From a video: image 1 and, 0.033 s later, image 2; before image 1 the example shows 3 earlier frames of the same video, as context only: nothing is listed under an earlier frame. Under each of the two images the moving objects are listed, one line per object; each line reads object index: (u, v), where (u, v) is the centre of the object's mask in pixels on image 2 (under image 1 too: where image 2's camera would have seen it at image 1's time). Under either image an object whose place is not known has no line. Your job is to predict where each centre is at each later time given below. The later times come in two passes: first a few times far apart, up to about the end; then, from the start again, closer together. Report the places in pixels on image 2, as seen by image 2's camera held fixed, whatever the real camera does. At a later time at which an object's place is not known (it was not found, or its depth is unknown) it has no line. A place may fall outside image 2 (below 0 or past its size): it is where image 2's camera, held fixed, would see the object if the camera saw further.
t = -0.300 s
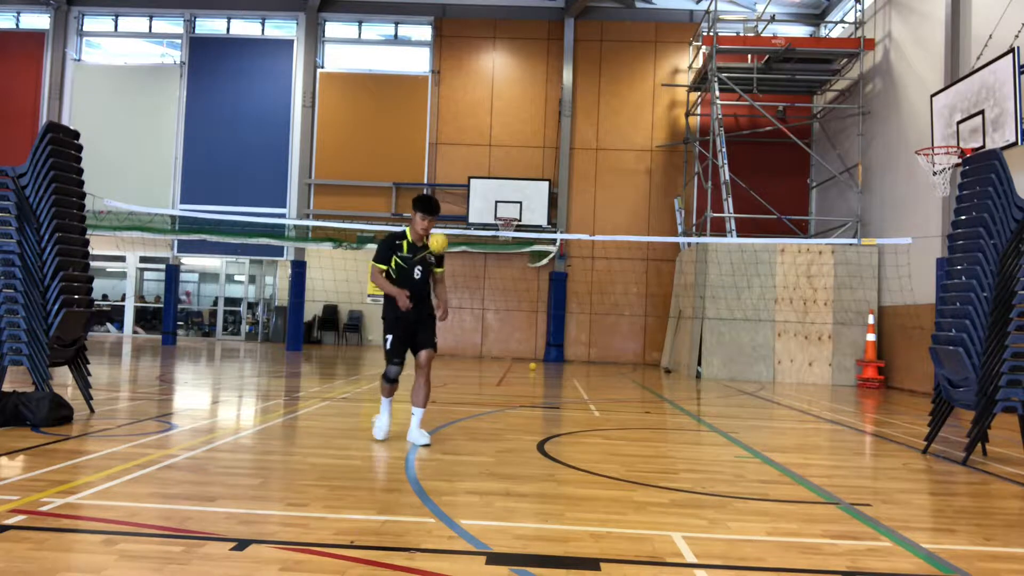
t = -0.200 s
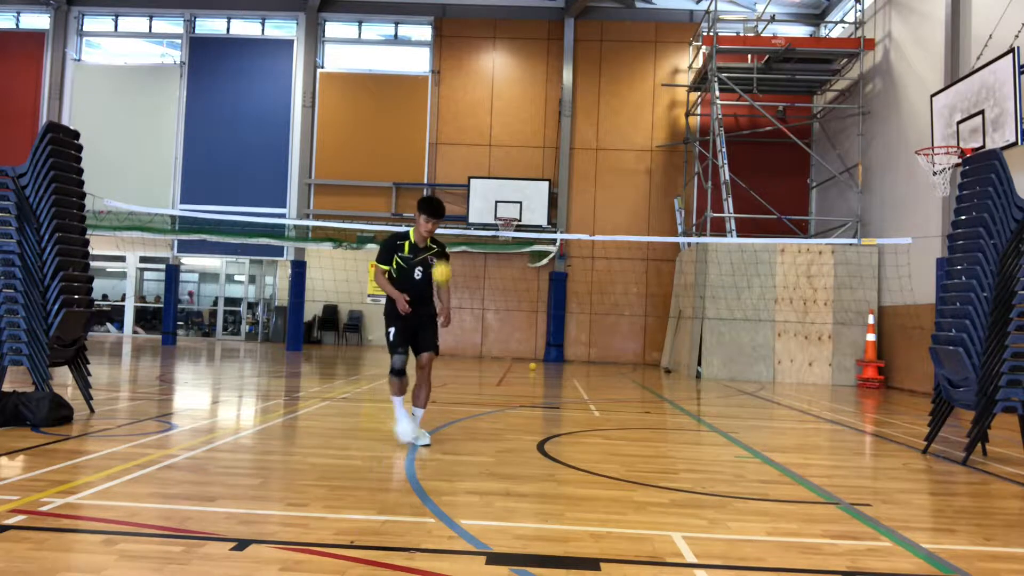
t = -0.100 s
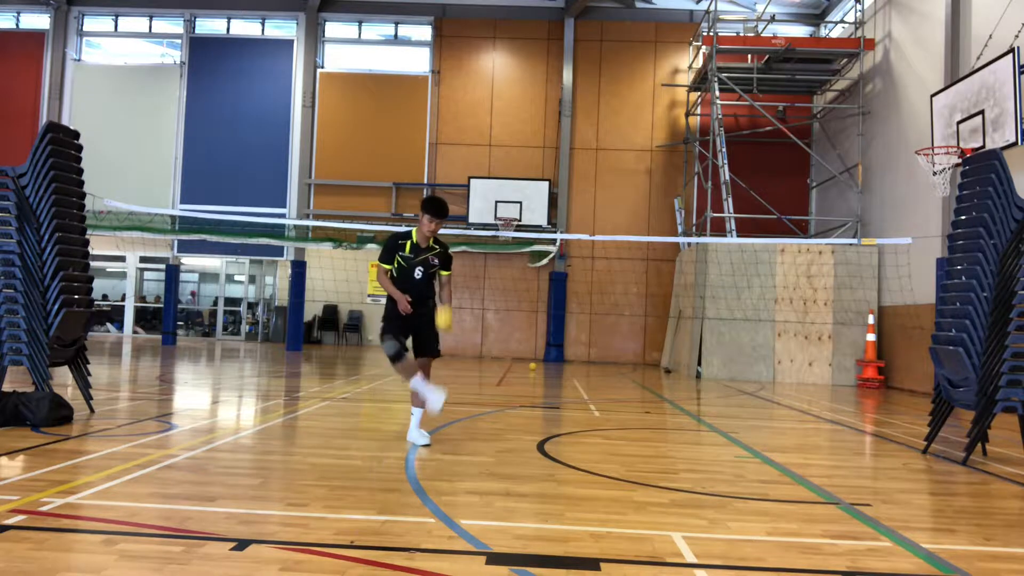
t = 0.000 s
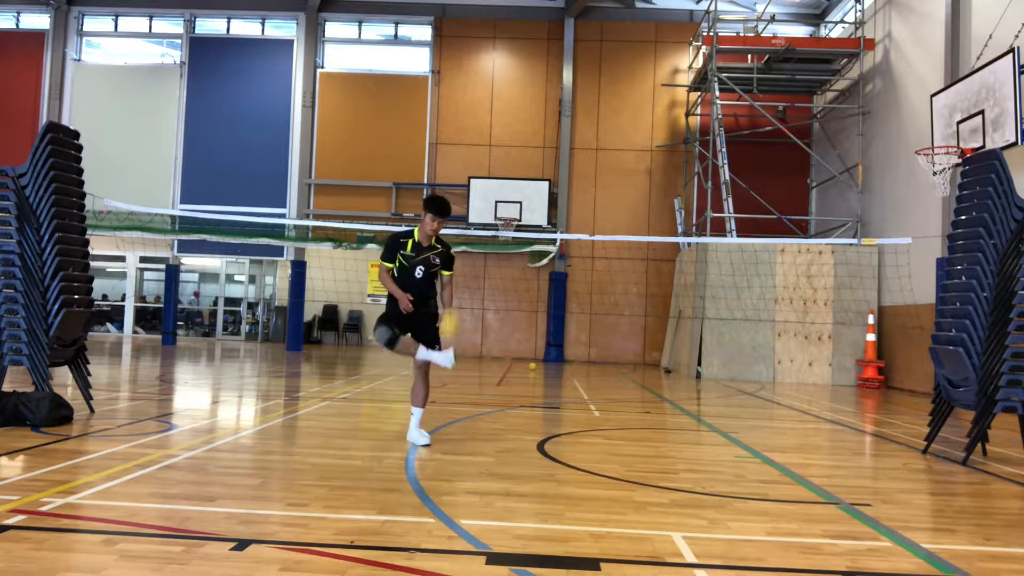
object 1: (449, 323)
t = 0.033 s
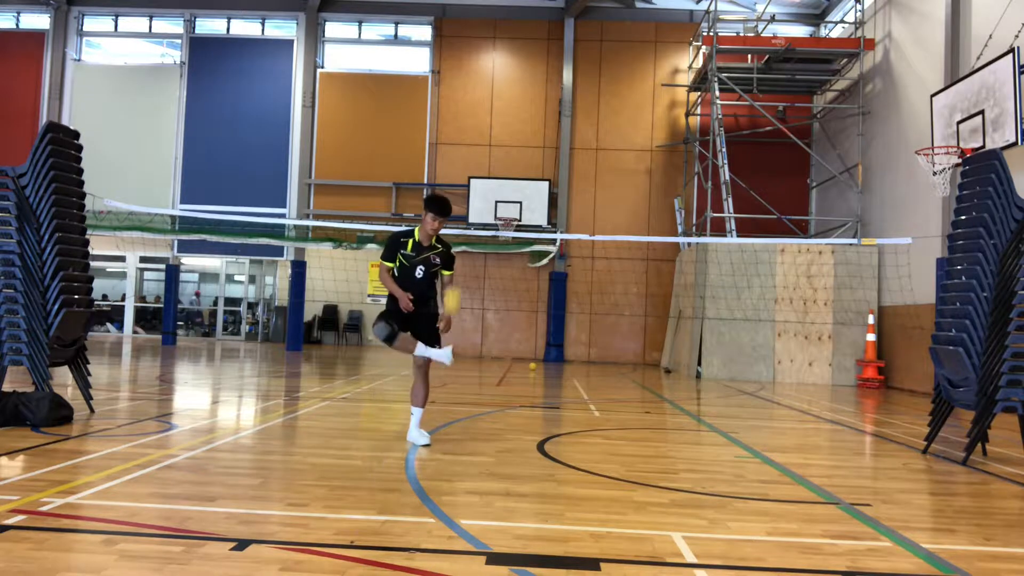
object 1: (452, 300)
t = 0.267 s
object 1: (472, 178)
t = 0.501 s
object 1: (488, 137)
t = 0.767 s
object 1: (504, 188)
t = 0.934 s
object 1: (510, 275)
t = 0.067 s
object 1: (456, 279)
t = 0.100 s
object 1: (459, 257)
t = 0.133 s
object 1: (461, 239)
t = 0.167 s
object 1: (464, 220)
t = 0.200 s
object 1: (466, 207)
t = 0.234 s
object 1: (470, 193)
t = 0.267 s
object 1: (472, 178)
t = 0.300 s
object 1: (474, 167)
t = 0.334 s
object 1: (477, 158)
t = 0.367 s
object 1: (479, 151)
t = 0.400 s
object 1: (482, 145)
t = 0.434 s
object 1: (484, 140)
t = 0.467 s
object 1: (486, 138)
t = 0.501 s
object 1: (488, 137)
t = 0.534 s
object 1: (490, 137)
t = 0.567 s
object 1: (492, 139)
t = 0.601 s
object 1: (494, 142)
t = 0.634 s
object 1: (496, 148)
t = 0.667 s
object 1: (498, 155)
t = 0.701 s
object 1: (499, 163)
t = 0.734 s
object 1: (502, 174)
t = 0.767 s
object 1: (504, 188)
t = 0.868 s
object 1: (507, 235)
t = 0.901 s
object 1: (509, 254)
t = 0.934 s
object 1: (510, 275)
